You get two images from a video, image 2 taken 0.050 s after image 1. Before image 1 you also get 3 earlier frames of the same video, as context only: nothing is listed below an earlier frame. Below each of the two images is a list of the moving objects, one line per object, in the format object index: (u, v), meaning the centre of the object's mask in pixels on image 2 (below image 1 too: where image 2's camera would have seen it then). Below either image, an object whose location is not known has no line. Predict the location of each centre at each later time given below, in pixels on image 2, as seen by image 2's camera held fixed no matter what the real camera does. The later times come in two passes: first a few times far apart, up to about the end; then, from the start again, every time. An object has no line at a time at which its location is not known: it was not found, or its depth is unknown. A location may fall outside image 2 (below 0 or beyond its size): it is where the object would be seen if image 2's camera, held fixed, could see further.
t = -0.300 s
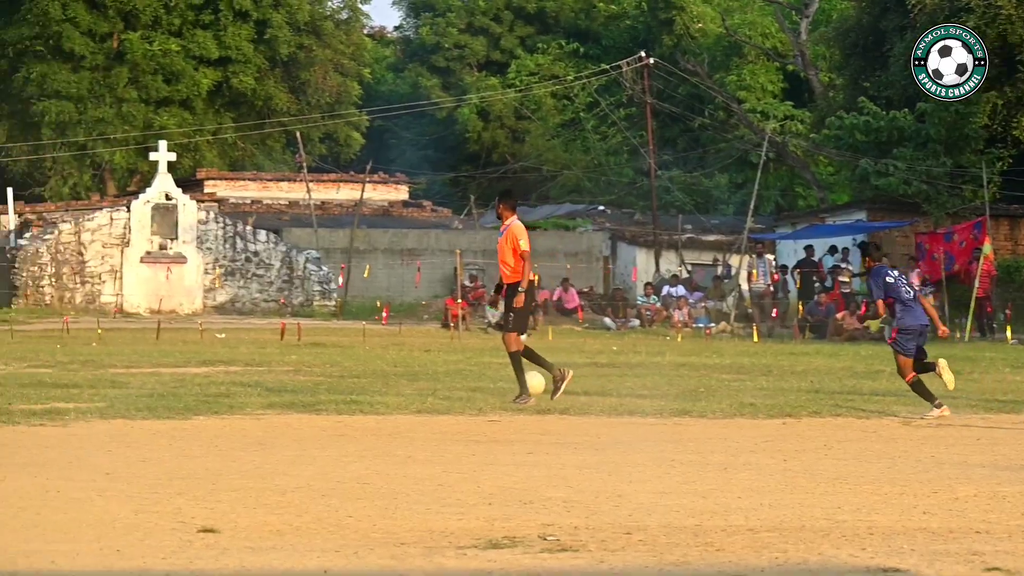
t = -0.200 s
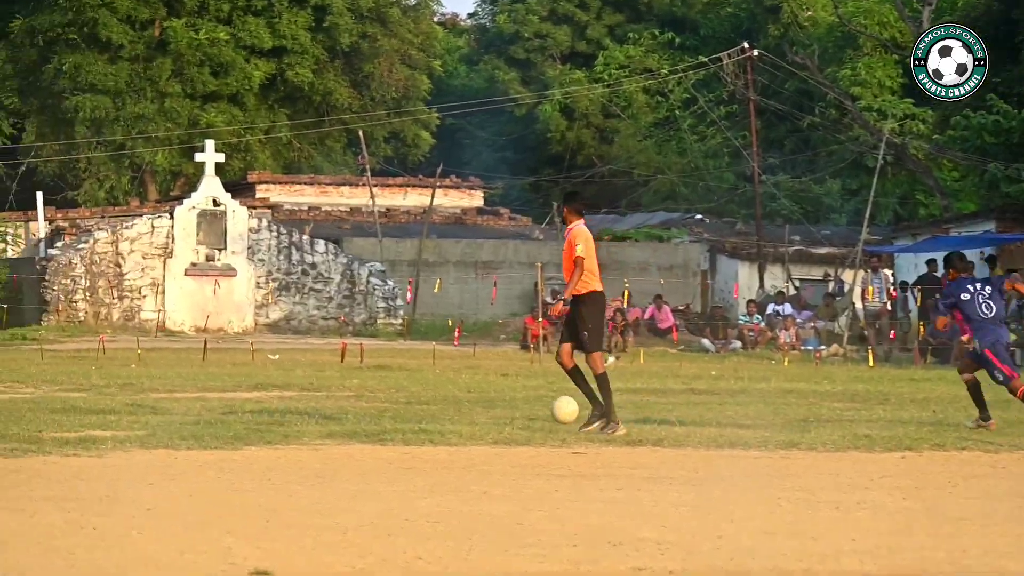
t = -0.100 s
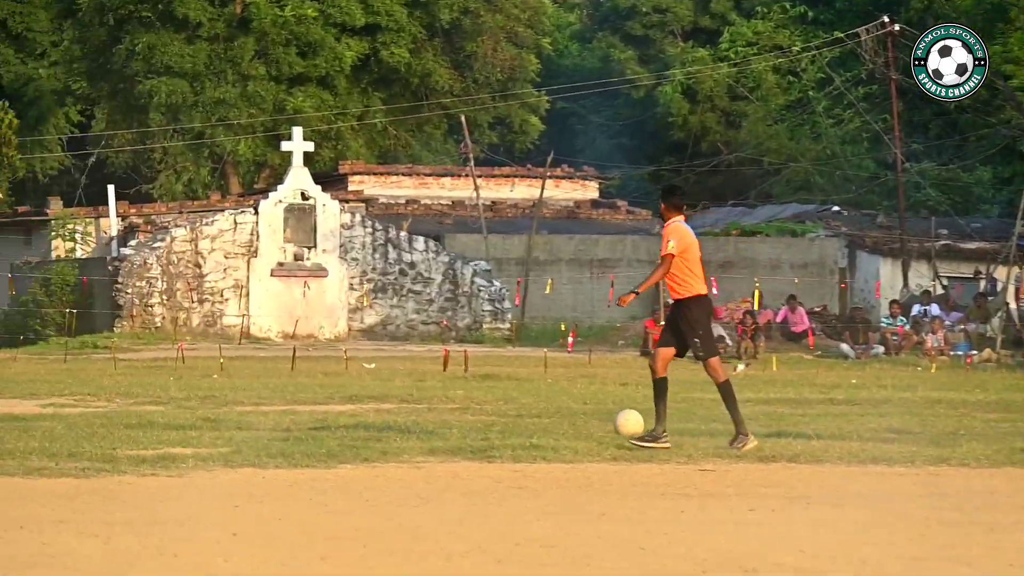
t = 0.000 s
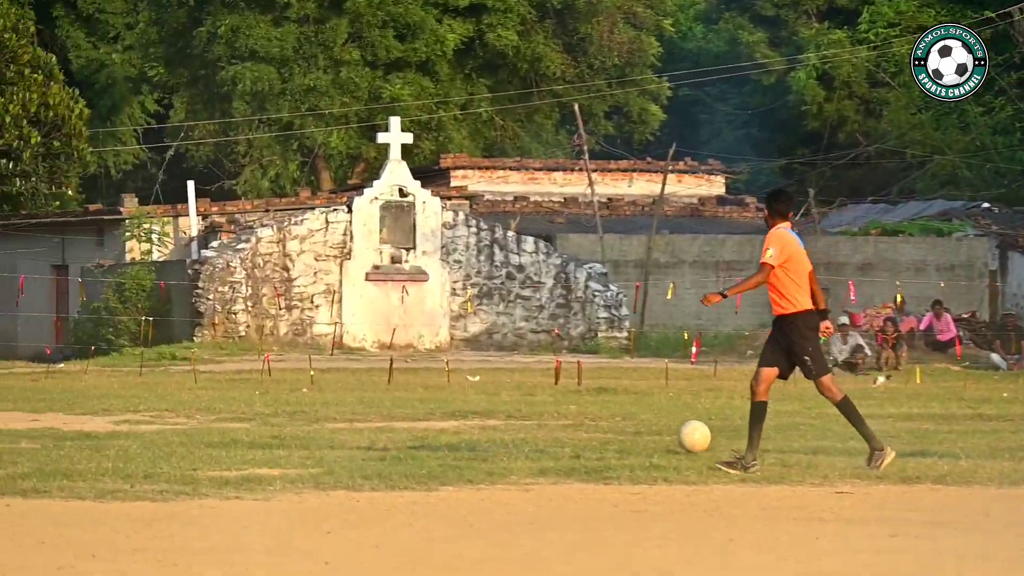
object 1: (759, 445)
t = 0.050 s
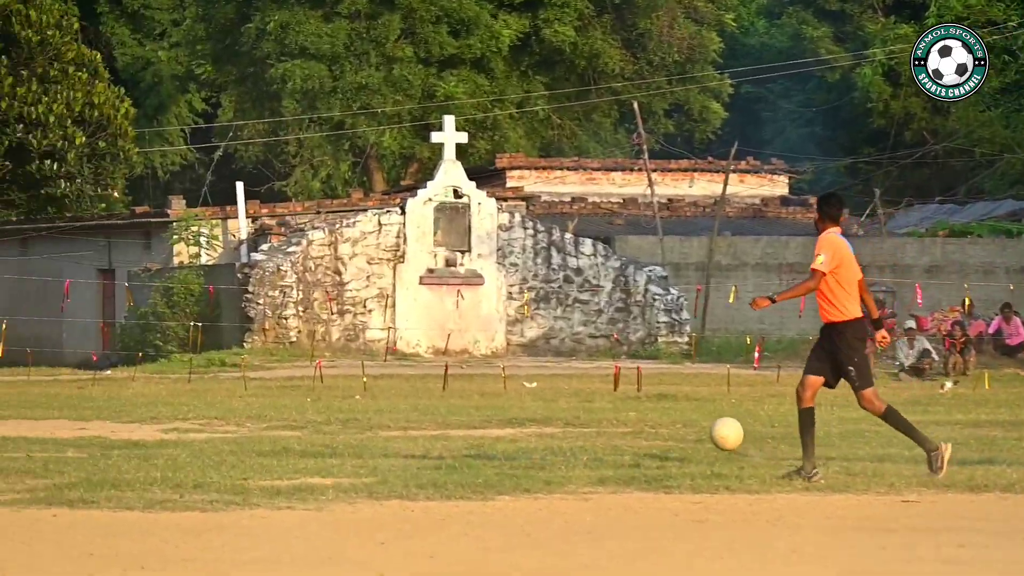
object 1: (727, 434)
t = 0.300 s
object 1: (581, 437)
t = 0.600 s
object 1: (425, 418)
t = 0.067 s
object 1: (717, 430)
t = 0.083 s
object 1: (707, 428)
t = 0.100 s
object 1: (697, 426)
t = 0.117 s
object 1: (686, 424)
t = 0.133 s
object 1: (676, 424)
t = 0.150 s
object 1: (666, 424)
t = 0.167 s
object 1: (657, 423)
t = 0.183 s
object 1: (647, 423)
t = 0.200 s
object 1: (637, 423)
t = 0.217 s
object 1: (628, 424)
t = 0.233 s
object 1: (618, 426)
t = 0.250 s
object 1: (609, 428)
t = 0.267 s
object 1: (600, 431)
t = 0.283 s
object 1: (590, 434)
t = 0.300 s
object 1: (581, 437)
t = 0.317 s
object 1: (572, 439)
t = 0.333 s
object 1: (564, 440)
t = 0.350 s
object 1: (554, 438)
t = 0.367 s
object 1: (545, 435)
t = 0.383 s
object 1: (536, 431)
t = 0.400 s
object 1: (528, 428)
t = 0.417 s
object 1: (519, 425)
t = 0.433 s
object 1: (511, 421)
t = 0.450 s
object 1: (502, 419)
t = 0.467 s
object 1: (493, 417)
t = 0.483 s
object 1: (485, 416)
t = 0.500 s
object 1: (476, 415)
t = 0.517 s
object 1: (468, 415)
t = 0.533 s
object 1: (460, 415)
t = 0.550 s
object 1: (451, 415)
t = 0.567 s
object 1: (442, 415)
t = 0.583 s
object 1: (434, 416)
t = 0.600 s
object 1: (425, 418)
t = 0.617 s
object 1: (416, 420)
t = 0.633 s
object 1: (408, 423)
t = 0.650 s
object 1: (400, 425)
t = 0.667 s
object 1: (391, 428)
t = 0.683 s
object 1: (383, 431)
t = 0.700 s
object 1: (375, 435)
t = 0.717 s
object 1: (367, 438)
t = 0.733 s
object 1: (358, 439)
